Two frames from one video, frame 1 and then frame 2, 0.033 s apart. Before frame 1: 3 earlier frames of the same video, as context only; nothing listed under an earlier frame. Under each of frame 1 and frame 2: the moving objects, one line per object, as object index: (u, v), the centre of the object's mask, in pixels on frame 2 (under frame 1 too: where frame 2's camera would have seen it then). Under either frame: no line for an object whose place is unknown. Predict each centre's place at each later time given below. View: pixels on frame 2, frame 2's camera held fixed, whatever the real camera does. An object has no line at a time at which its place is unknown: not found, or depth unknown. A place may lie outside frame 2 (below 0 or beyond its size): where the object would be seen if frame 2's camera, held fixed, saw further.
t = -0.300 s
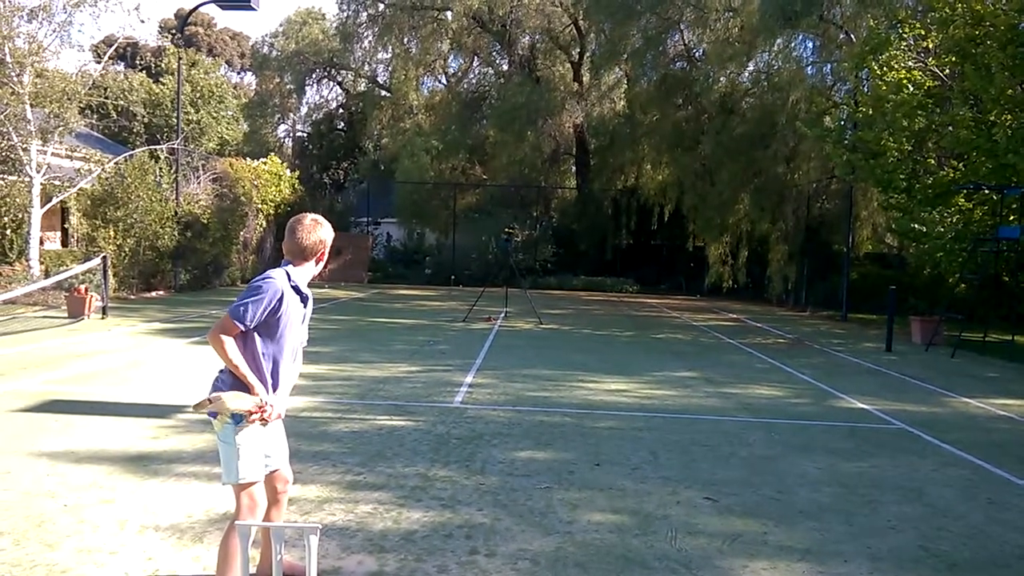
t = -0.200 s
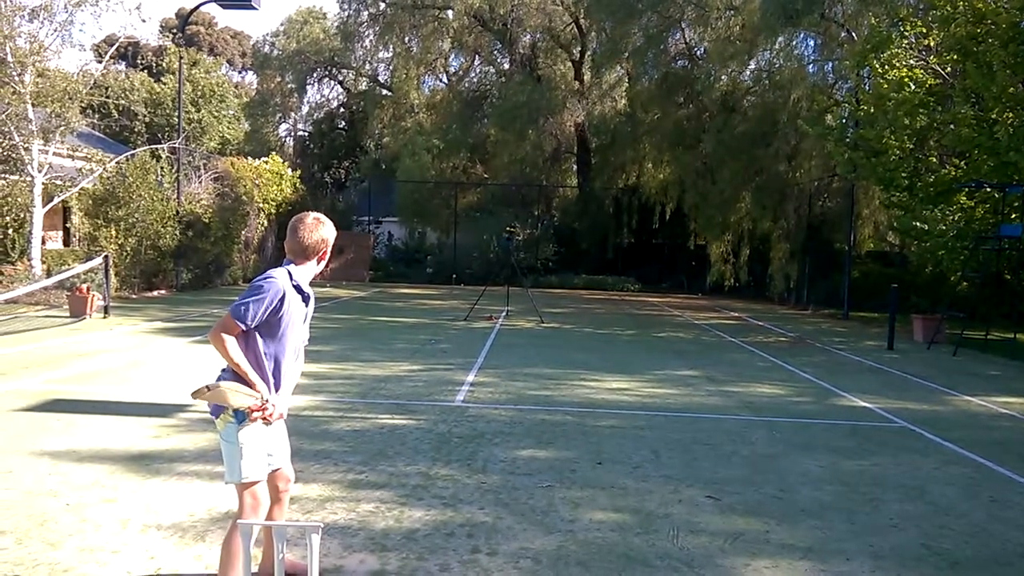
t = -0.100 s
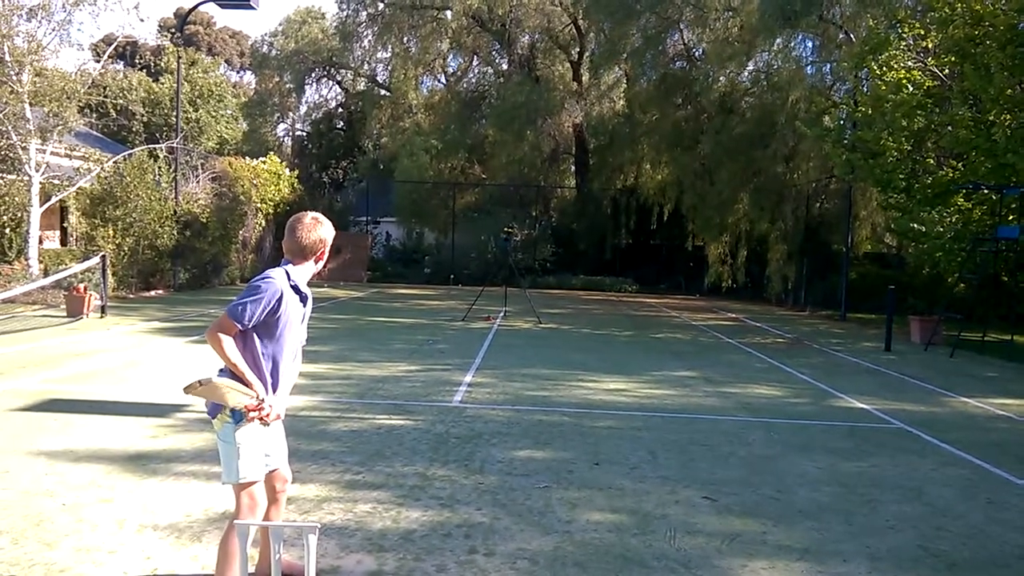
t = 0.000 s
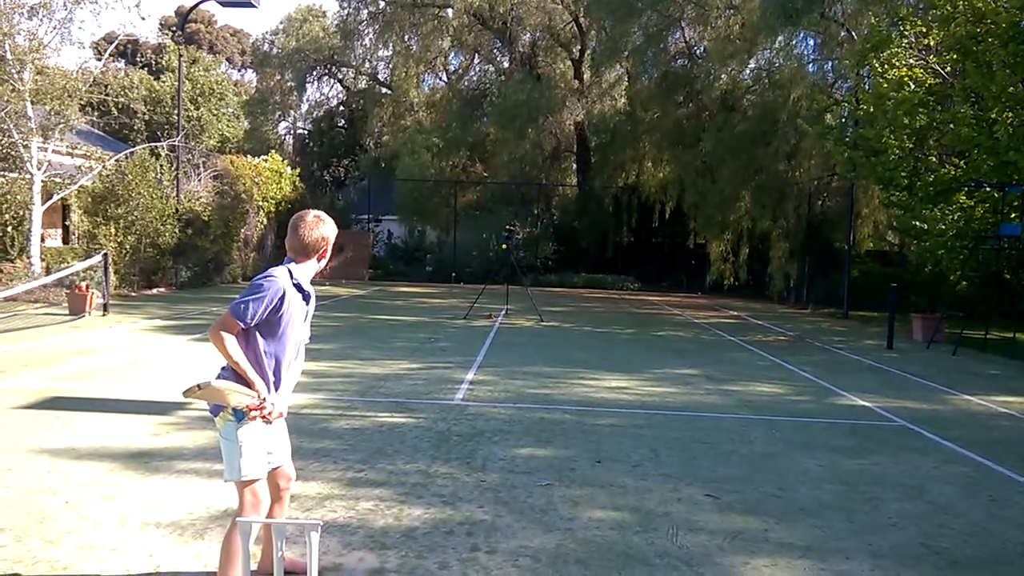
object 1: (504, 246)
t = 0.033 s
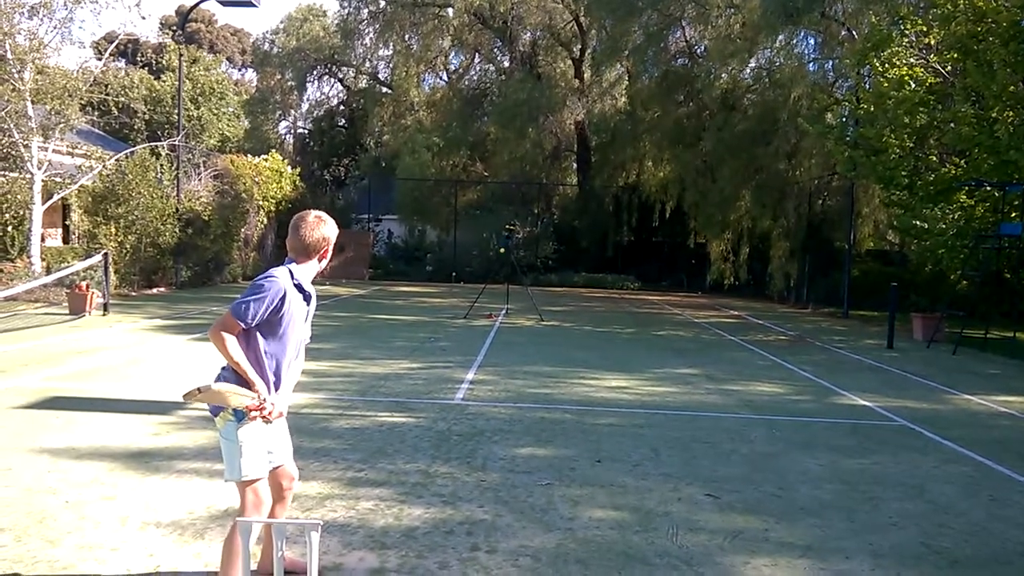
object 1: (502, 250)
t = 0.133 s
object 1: (495, 267)
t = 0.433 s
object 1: (454, 385)
